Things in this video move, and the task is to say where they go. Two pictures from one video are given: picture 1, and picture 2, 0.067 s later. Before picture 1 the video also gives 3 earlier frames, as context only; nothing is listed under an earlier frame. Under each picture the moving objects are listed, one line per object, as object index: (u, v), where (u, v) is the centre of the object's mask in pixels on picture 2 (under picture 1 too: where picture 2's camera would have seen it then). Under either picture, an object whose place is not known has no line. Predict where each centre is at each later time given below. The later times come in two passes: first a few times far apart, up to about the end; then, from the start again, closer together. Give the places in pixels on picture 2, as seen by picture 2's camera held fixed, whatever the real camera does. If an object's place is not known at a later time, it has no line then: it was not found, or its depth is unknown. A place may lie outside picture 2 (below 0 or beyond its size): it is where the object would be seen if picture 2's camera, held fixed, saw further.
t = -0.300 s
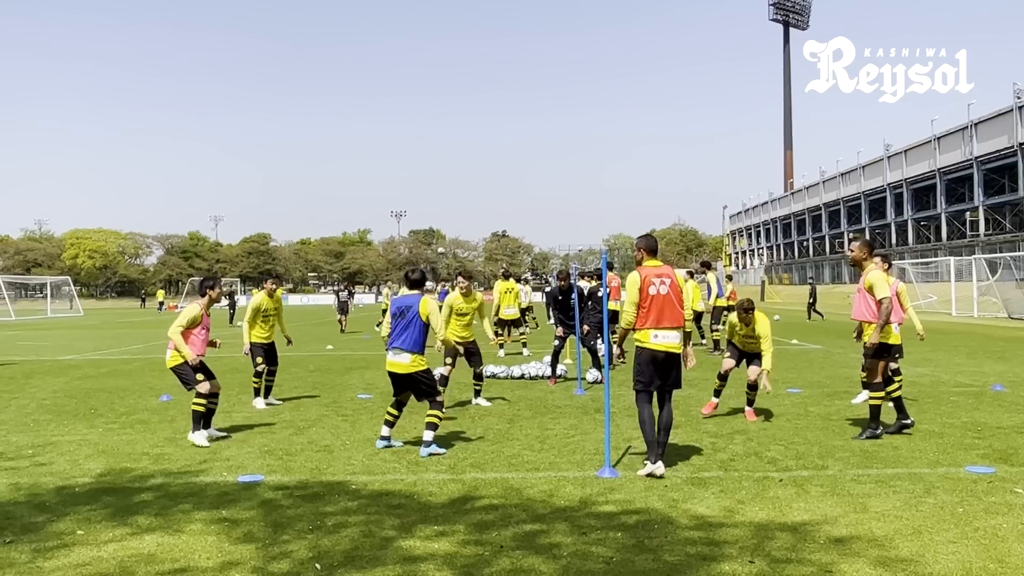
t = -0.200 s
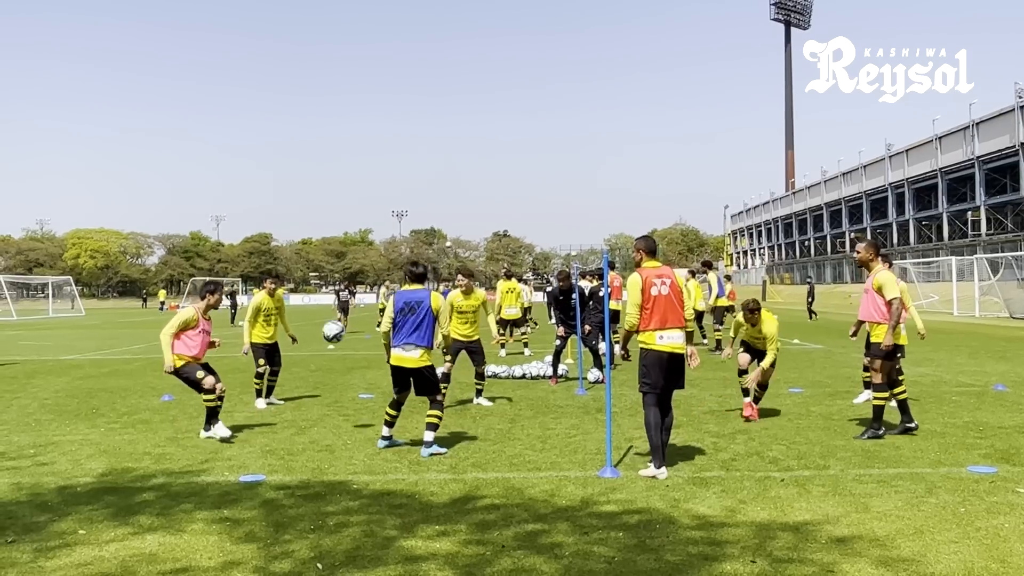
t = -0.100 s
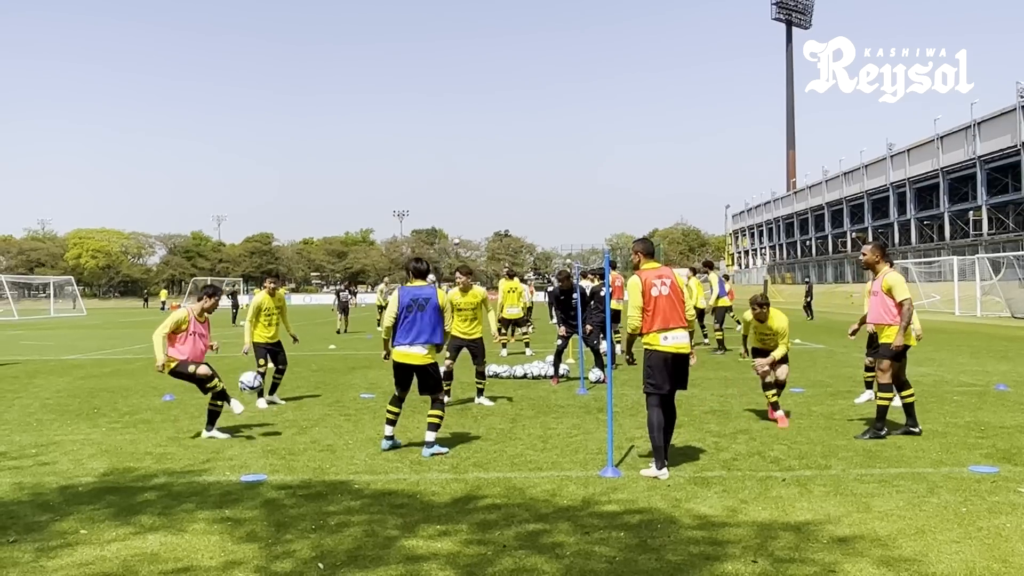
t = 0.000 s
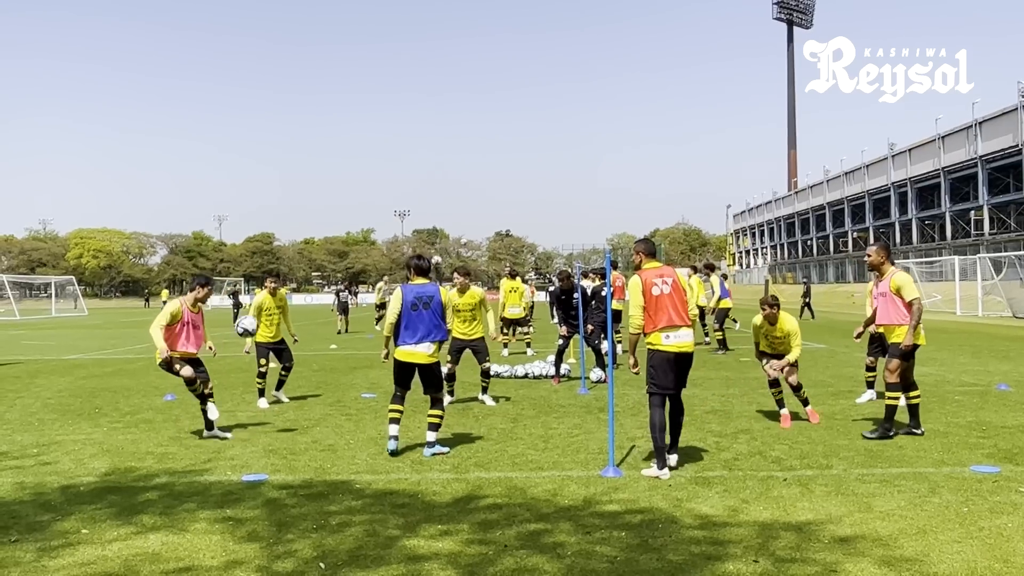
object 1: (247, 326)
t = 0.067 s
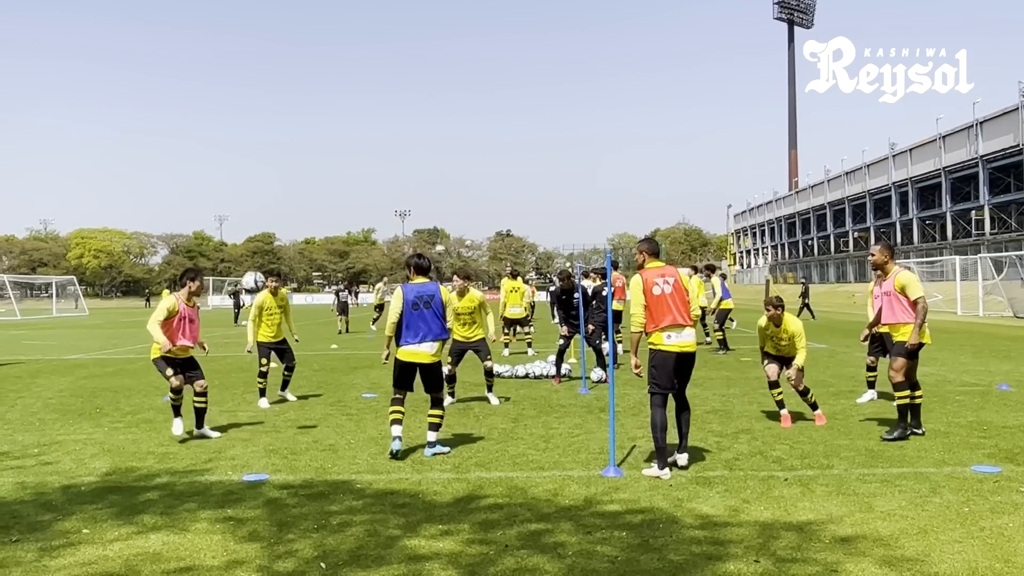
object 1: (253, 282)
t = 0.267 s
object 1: (271, 177)
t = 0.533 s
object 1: (297, 99)
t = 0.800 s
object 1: (322, 93)
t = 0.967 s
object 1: (341, 126)
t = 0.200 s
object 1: (264, 208)
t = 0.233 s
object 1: (268, 192)
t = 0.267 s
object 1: (271, 177)
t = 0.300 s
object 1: (274, 164)
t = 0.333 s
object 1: (277, 151)
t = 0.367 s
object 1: (280, 139)
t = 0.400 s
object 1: (284, 129)
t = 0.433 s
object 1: (287, 120)
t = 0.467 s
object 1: (290, 112)
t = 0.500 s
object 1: (293, 105)
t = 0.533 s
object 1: (297, 99)
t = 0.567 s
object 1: (301, 95)
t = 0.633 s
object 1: (307, 89)
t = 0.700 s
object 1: (311, 89)
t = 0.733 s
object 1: (315, 89)
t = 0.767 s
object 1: (318, 91)
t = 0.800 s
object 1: (322, 93)
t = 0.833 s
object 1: (326, 97)
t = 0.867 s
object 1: (330, 103)
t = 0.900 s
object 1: (334, 109)
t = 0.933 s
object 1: (337, 117)
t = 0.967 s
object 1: (341, 126)
